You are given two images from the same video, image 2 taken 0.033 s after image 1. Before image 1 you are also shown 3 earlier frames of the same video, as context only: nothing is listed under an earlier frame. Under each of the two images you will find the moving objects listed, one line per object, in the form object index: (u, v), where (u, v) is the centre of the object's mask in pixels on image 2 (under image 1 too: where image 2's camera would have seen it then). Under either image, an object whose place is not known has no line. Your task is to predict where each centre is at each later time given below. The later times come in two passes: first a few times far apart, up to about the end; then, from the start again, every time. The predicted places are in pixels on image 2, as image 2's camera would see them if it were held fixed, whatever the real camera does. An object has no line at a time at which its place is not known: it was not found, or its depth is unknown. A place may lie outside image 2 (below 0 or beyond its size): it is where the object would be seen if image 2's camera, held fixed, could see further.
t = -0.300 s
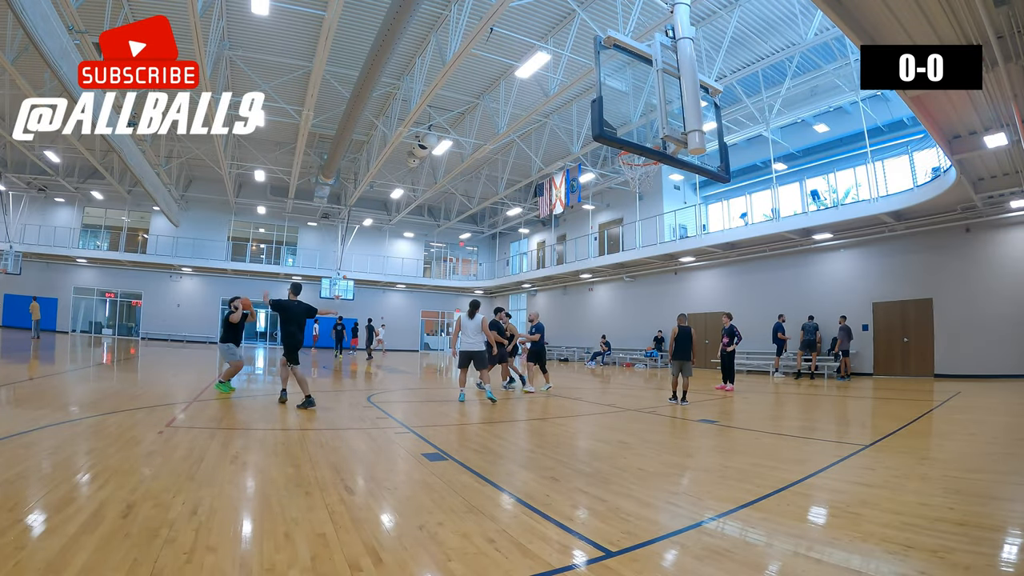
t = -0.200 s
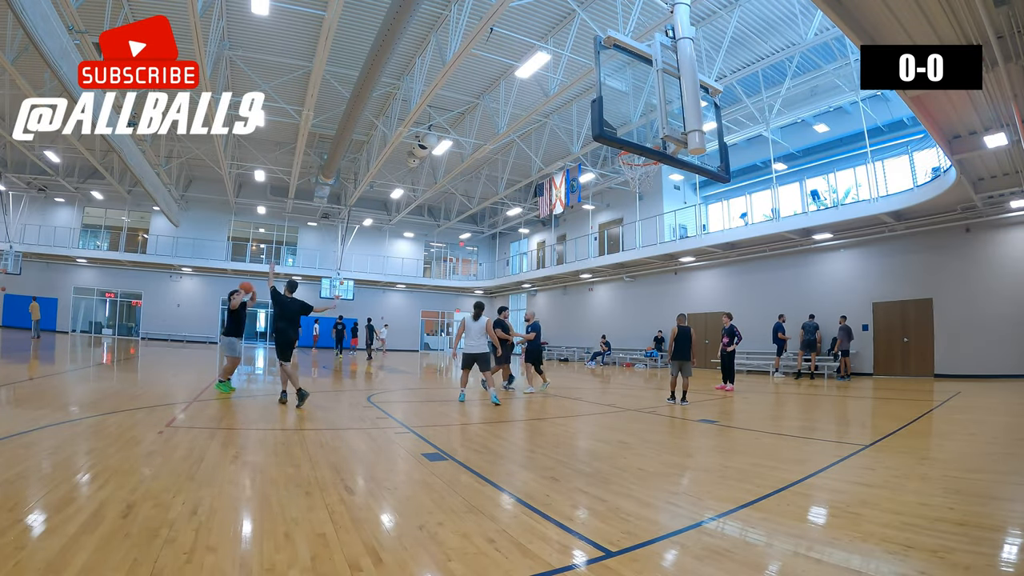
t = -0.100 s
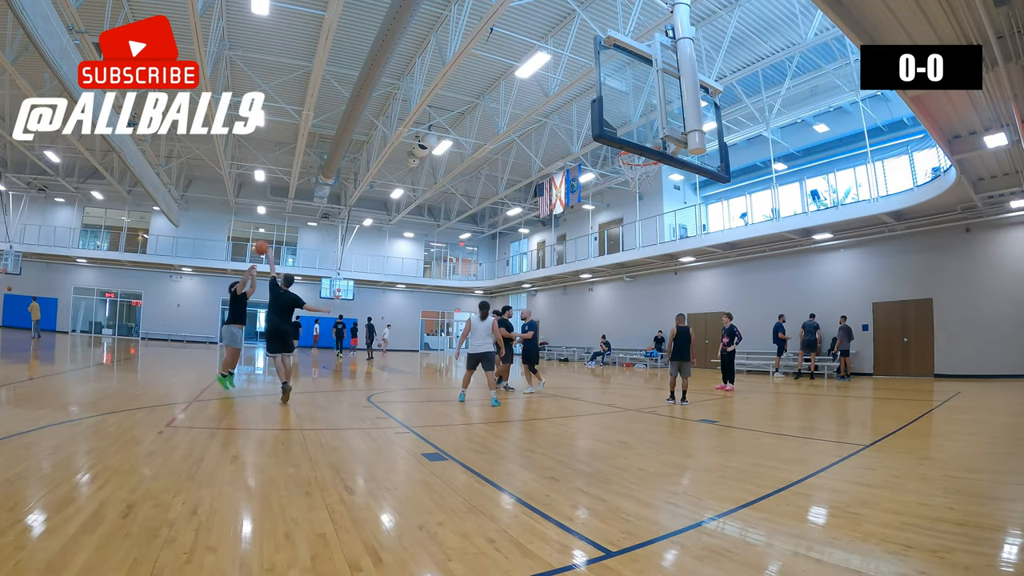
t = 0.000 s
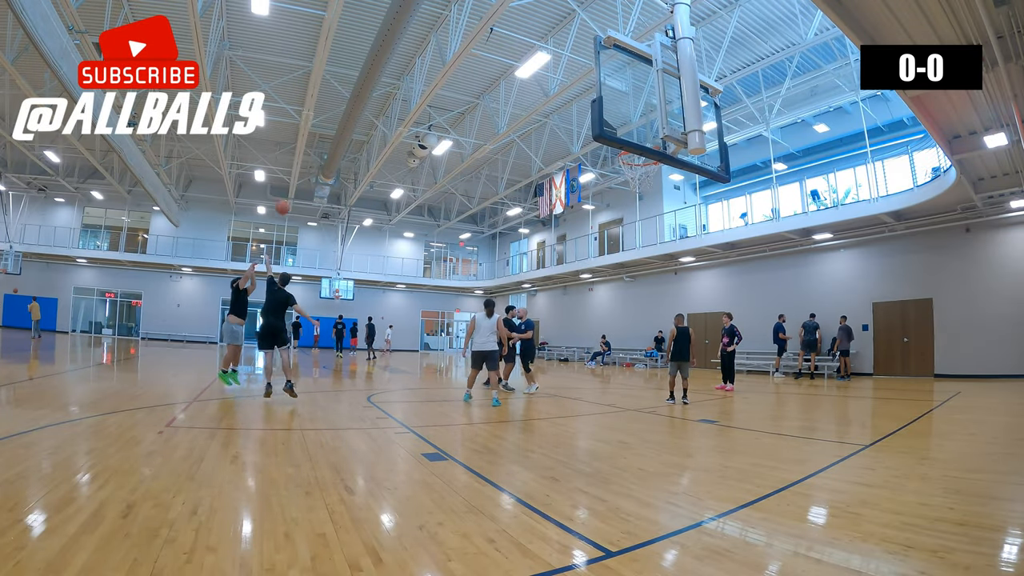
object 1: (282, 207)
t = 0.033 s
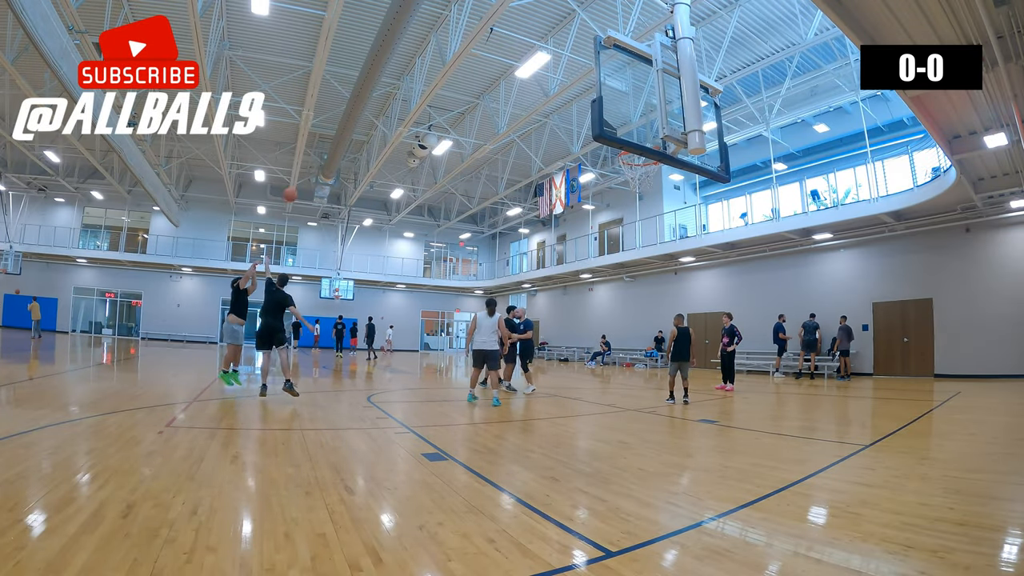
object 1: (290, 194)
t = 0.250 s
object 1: (342, 126)
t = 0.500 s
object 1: (404, 77)
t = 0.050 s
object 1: (293, 189)
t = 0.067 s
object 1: (298, 183)
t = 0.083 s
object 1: (301, 177)
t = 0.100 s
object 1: (305, 171)
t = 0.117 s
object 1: (309, 165)
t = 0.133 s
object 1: (313, 161)
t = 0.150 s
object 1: (317, 155)
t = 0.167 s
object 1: (320, 150)
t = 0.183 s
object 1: (325, 145)
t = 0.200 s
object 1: (329, 140)
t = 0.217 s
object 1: (333, 135)
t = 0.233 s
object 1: (337, 131)
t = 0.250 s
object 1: (342, 126)
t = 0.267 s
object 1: (345, 122)
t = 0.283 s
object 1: (349, 118)
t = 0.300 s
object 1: (353, 113)
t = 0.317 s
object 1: (357, 110)
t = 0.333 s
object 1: (361, 106)
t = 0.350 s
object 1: (365, 102)
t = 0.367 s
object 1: (370, 99)
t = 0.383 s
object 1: (374, 96)
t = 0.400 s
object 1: (378, 92)
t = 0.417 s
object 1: (382, 90)
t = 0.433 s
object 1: (387, 87)
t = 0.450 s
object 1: (391, 84)
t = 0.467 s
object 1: (395, 82)
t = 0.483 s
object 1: (399, 79)
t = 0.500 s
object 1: (404, 77)
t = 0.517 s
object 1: (408, 75)
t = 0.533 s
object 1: (413, 73)
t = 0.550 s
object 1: (417, 71)
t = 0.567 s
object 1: (421, 70)
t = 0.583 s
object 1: (427, 68)
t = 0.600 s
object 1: (431, 67)
